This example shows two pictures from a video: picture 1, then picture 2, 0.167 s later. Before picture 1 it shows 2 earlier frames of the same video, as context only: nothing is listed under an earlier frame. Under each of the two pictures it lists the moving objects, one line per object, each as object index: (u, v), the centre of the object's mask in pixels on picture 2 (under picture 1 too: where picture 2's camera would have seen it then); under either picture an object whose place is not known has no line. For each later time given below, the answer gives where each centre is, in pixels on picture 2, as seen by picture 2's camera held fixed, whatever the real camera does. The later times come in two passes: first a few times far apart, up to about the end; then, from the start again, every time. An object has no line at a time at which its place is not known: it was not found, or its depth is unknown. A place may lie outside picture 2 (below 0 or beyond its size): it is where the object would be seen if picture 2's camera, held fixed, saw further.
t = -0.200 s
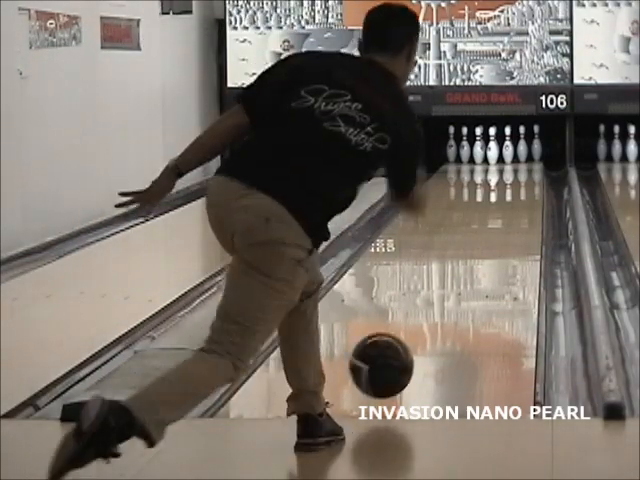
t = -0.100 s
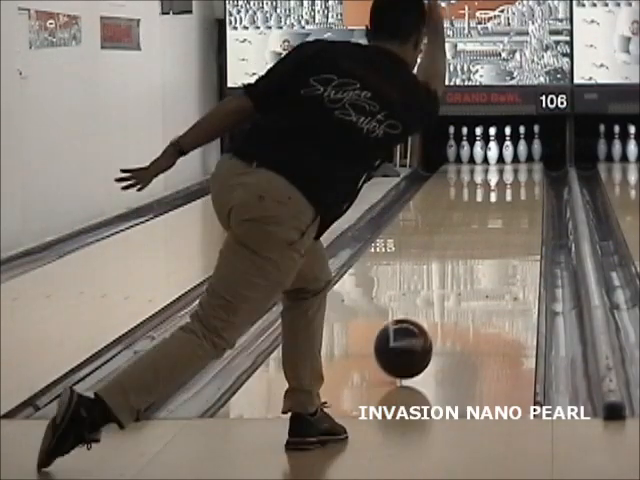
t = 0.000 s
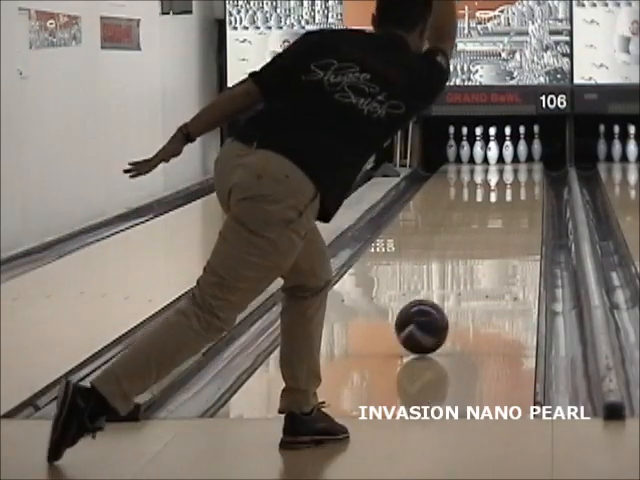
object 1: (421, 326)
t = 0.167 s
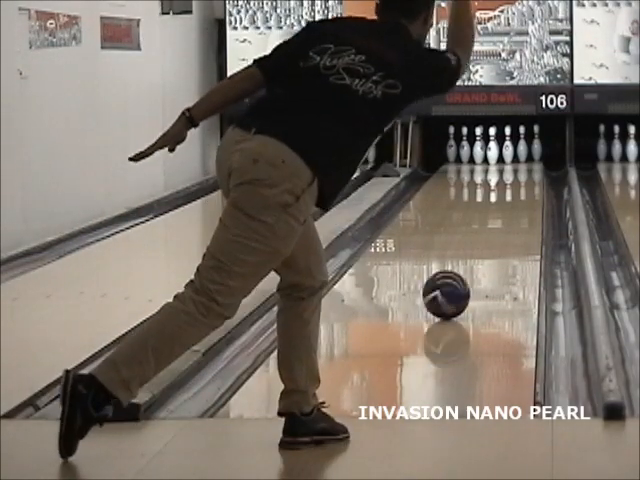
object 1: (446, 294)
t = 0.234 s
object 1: (454, 283)
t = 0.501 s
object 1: (479, 248)
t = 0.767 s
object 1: (497, 223)
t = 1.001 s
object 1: (509, 204)
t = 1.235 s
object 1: (516, 190)
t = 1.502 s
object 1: (520, 176)
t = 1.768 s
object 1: (518, 165)
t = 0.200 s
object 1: (450, 288)
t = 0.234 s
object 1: (454, 283)
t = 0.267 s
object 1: (458, 278)
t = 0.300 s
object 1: (461, 273)
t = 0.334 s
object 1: (465, 269)
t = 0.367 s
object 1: (468, 264)
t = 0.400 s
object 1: (471, 260)
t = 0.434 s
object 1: (474, 256)
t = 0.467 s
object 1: (477, 252)
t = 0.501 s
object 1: (479, 248)
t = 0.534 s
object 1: (482, 244)
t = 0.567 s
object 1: (484, 240)
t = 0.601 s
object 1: (487, 237)
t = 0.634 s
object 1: (489, 234)
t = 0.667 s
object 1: (491, 230)
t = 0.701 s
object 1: (494, 228)
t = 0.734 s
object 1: (495, 225)
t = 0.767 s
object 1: (497, 223)
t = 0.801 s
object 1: (499, 219)
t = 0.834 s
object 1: (501, 216)
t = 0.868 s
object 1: (503, 214)
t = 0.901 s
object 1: (505, 211)
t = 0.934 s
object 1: (506, 209)
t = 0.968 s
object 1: (507, 207)
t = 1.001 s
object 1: (509, 204)
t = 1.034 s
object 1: (510, 202)
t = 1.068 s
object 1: (511, 200)
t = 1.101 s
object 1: (513, 197)
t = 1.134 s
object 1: (513, 195)
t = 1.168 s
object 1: (514, 193)
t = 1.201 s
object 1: (516, 191)
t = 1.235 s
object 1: (516, 190)
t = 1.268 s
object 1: (517, 188)
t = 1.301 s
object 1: (518, 186)
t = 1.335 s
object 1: (518, 184)
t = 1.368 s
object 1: (519, 183)
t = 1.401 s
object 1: (520, 181)
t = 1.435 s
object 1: (520, 179)
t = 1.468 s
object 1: (520, 177)
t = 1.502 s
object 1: (520, 176)
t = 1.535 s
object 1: (520, 174)
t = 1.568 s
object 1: (520, 172)
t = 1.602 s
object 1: (520, 172)
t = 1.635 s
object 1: (520, 170)
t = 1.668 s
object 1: (519, 169)
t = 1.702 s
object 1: (519, 168)
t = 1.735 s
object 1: (518, 166)
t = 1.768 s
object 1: (518, 165)
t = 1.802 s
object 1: (516, 164)
